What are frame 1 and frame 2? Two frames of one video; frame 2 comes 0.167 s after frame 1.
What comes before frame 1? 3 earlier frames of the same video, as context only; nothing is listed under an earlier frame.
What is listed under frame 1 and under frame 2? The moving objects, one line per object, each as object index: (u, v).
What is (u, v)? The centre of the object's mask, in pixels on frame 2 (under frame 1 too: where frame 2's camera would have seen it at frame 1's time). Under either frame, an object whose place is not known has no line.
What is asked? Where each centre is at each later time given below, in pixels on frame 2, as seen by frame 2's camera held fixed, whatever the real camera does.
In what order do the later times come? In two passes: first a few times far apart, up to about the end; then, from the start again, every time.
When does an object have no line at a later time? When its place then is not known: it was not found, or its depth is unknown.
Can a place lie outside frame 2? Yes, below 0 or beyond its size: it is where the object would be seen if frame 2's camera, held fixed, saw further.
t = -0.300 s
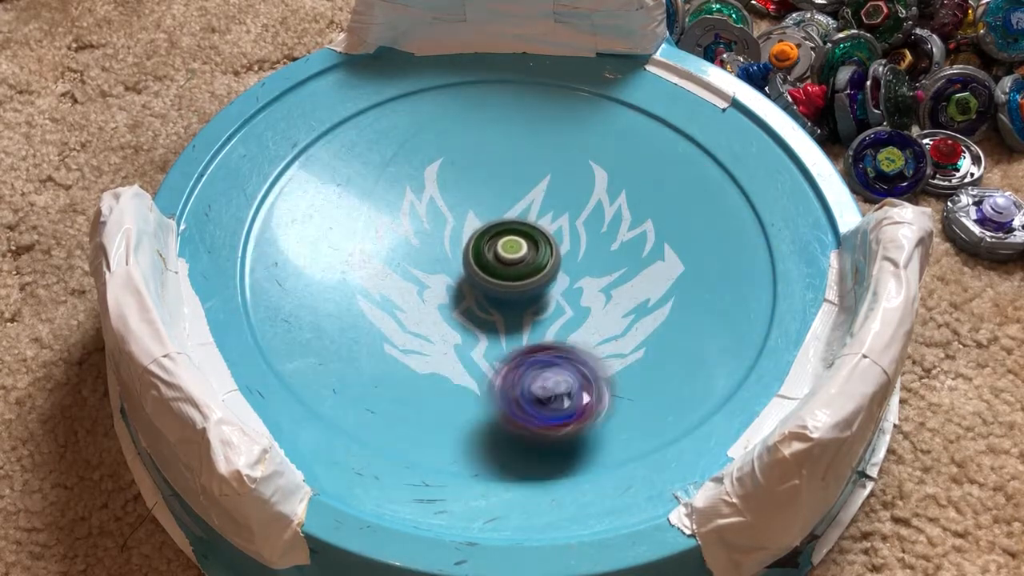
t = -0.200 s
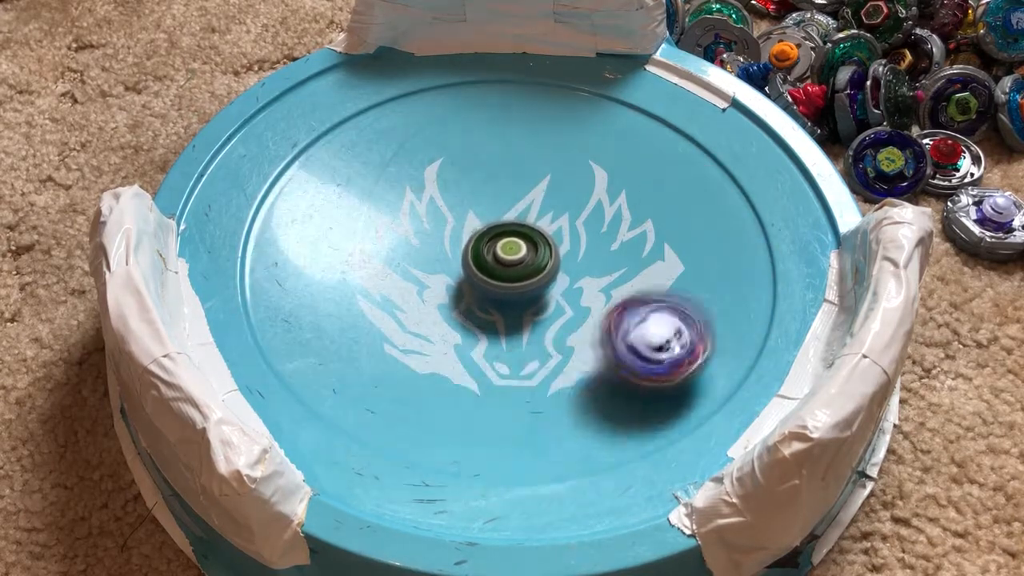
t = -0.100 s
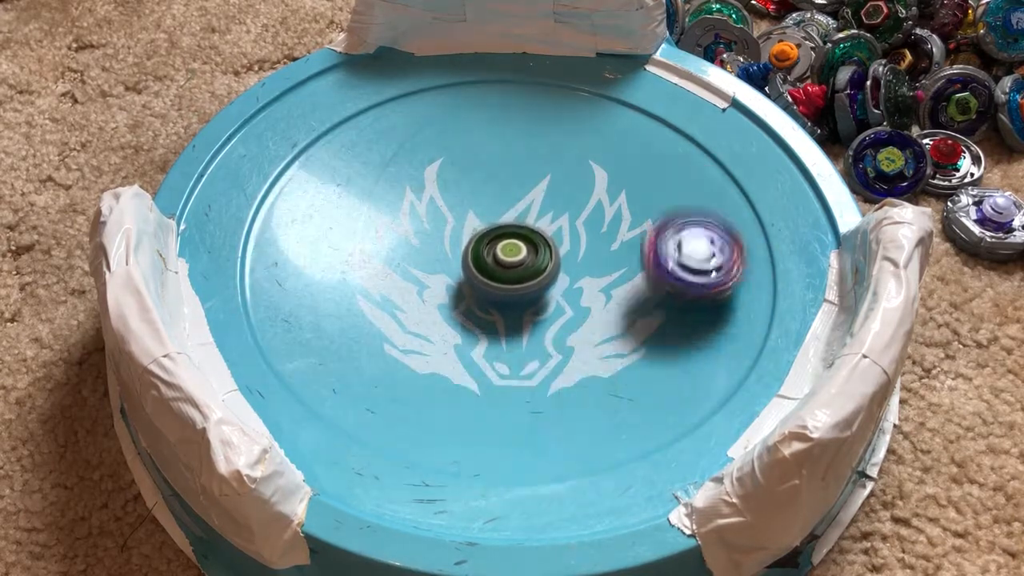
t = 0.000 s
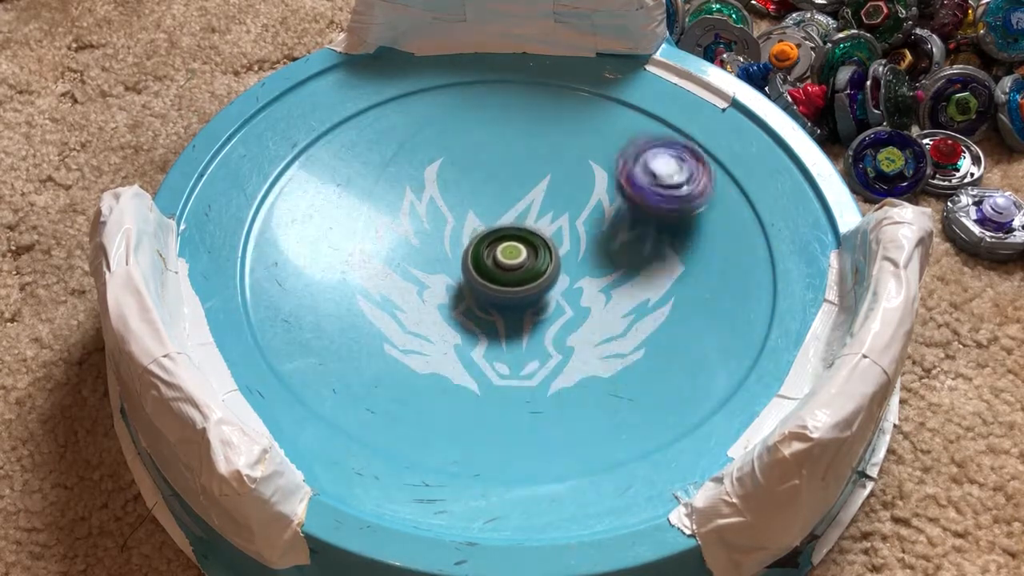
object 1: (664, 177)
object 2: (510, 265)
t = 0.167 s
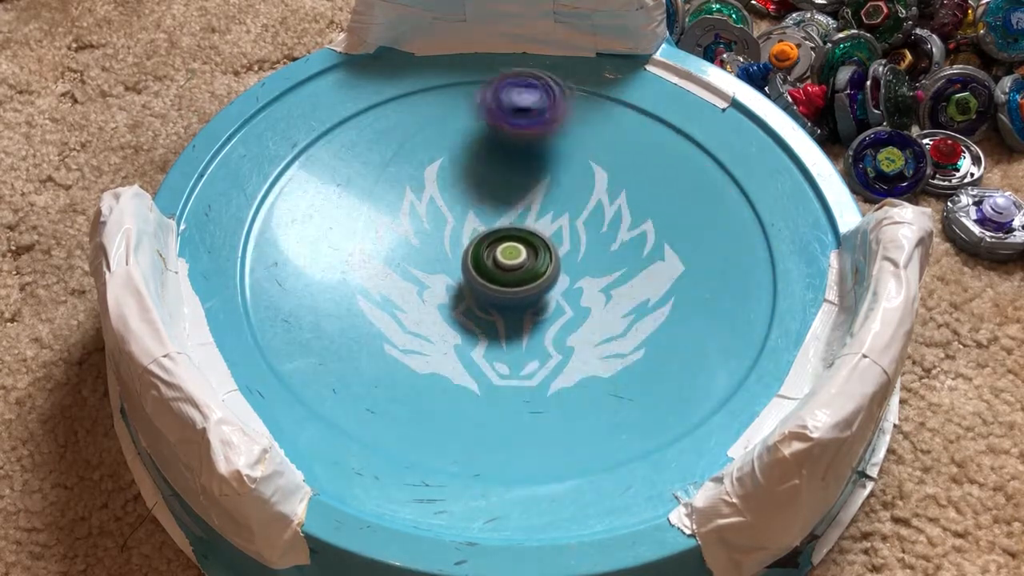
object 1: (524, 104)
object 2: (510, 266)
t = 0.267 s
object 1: (428, 118)
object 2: (509, 266)
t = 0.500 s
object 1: (340, 279)
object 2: (510, 266)
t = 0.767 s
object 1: (612, 365)
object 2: (511, 265)
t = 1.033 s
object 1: (692, 179)
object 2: (509, 265)
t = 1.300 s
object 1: (452, 139)
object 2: (510, 265)
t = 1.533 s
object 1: (359, 295)
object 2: (510, 264)
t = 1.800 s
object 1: (607, 383)
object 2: (515, 259)
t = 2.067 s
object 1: (665, 199)
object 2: (519, 259)
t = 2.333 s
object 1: (426, 149)
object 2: (522, 260)
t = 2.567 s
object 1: (335, 295)
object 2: (522, 260)
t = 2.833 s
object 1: (591, 361)
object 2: (519, 262)
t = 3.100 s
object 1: (642, 174)
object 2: (518, 263)
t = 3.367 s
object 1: (422, 138)
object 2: (516, 264)
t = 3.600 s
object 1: (371, 295)
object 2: (514, 264)
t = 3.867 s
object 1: (629, 347)
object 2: (514, 262)
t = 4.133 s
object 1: (658, 173)
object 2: (513, 259)
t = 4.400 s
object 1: (431, 165)
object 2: (514, 260)
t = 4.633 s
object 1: (380, 318)
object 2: (515, 260)
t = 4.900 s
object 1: (624, 358)
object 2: (519, 261)
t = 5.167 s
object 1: (622, 184)
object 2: (521, 261)
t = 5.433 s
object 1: (400, 169)
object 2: (522, 263)
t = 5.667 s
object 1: (371, 315)
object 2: (521, 264)
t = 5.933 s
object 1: (620, 327)
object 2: (518, 265)
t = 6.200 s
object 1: (608, 157)
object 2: (515, 264)
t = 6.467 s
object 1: (407, 174)
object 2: (514, 263)
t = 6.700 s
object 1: (422, 323)
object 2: (513, 261)
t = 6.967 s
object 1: (656, 317)
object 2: (513, 259)
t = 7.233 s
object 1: (598, 165)
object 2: (516, 258)
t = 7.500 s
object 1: (399, 207)
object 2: (518, 258)
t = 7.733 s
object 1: (427, 348)
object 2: (519, 259)
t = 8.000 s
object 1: (643, 302)
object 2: (521, 261)
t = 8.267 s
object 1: (549, 158)
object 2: (521, 263)
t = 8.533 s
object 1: (374, 216)
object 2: (519, 265)
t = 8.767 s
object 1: (469, 341)
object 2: (518, 265)
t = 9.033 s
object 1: (654, 259)
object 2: (515, 264)
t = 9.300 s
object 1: (528, 147)
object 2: (514, 263)
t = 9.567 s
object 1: (398, 257)
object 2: (513, 261)
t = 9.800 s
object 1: (530, 353)
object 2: (513, 264)
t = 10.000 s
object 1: (656, 279)
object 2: (514, 260)
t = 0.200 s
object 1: (492, 103)
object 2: (509, 267)
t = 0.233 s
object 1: (459, 107)
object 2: (509, 266)
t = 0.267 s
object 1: (428, 118)
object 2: (509, 266)
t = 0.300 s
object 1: (400, 132)
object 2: (509, 266)
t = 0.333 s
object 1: (375, 150)
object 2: (510, 266)
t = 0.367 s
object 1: (355, 170)
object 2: (510, 265)
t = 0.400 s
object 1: (341, 196)
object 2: (510, 265)
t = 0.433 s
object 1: (333, 220)
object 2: (510, 265)
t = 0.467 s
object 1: (333, 250)
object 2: (510, 265)
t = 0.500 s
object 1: (340, 279)
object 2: (510, 266)
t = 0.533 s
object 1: (356, 305)
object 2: (510, 266)
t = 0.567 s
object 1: (380, 330)
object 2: (510, 265)
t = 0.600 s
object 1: (410, 351)
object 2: (510, 265)
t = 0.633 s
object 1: (448, 365)
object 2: (510, 265)
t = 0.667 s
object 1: (487, 374)
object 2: (511, 265)
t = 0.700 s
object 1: (529, 377)
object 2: (511, 265)
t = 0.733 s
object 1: (571, 374)
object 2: (511, 265)
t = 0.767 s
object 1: (612, 365)
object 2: (511, 265)
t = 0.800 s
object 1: (649, 350)
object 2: (510, 265)
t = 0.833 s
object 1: (678, 330)
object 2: (510, 265)
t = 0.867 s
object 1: (700, 307)
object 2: (510, 265)
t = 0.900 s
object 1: (714, 281)
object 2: (509, 265)
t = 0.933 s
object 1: (720, 254)
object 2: (509, 265)
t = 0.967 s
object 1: (717, 228)
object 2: (509, 265)
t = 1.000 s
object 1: (708, 203)
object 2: (509, 265)
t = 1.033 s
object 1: (692, 179)
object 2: (509, 265)
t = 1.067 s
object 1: (670, 161)
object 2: (509, 265)
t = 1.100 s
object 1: (644, 143)
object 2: (509, 265)
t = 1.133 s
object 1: (614, 132)
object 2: (509, 265)
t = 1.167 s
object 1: (582, 124)
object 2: (509, 265)
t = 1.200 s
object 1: (547, 120)
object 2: (509, 265)
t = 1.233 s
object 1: (516, 123)
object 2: (509, 265)
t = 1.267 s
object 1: (481, 128)
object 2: (510, 265)
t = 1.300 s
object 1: (452, 139)
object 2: (510, 265)
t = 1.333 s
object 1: (424, 153)
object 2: (510, 265)
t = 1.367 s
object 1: (399, 171)
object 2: (510, 265)
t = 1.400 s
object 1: (378, 194)
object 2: (510, 265)
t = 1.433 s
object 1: (364, 217)
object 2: (510, 265)
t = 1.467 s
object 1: (355, 242)
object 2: (510, 265)
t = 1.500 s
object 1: (353, 268)
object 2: (510, 264)
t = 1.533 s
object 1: (359, 295)
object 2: (510, 264)
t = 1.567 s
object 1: (369, 322)
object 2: (511, 263)
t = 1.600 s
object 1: (389, 346)
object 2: (511, 262)
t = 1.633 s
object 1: (417, 367)
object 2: (512, 262)
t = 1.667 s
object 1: (451, 383)
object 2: (513, 261)
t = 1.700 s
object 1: (488, 392)
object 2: (513, 261)
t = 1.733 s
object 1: (530, 396)
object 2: (514, 260)
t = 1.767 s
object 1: (570, 393)
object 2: (515, 259)
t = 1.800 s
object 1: (607, 383)
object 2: (515, 259)
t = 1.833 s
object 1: (642, 368)
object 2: (516, 259)
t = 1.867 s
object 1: (669, 347)
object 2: (516, 259)
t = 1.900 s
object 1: (689, 324)
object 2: (516, 259)
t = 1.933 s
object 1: (699, 297)
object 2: (516, 259)
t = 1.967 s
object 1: (700, 272)
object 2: (517, 259)
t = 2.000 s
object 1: (695, 246)
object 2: (517, 259)
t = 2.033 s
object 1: (683, 220)
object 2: (518, 259)
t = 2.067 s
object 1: (665, 199)
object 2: (519, 259)
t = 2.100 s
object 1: (640, 179)
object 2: (520, 259)
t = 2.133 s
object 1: (614, 162)
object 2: (520, 259)
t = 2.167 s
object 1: (585, 149)
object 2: (520, 259)
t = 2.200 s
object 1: (553, 141)
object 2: (521, 260)
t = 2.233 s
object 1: (520, 137)
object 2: (521, 260)
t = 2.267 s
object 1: (488, 137)
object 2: (522, 260)
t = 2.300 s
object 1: (455, 142)
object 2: (521, 260)
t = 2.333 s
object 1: (426, 149)
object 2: (522, 260)
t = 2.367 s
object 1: (398, 162)
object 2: (522, 260)
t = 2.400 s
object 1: (374, 178)
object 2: (522, 260)
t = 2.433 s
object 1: (354, 197)
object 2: (522, 260)
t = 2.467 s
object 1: (338, 218)
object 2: (522, 260)
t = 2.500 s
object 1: (330, 243)
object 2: (522, 260)
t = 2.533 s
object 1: (328, 270)
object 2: (522, 260)
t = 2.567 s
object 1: (335, 295)
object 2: (522, 260)
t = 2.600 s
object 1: (350, 318)
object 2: (521, 260)
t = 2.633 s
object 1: (373, 340)
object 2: (521, 261)
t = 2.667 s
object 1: (402, 358)
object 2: (521, 260)
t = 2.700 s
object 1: (438, 371)
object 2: (520, 261)
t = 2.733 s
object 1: (478, 377)
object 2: (520, 261)
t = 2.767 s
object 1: (516, 378)
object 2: (520, 261)
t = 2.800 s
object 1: (555, 373)
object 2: (520, 261)
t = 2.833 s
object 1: (591, 361)
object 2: (519, 262)
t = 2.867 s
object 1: (622, 344)
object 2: (519, 262)
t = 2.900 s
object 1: (647, 323)
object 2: (519, 262)
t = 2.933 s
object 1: (665, 298)
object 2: (519, 262)
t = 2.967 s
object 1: (674, 273)
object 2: (519, 262)
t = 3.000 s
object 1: (675, 246)
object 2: (518, 262)
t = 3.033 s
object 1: (668, 221)
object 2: (518, 263)
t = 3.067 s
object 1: (658, 196)
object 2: (518, 263)
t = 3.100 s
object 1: (642, 174)
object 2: (518, 263)
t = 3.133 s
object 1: (620, 156)
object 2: (517, 263)
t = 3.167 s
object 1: (595, 140)
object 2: (517, 264)
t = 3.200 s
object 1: (568, 128)
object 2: (517, 264)
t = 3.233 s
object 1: (538, 120)
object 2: (517, 264)
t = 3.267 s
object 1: (508, 117)
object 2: (517, 264)
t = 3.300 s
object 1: (478, 119)
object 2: (517, 264)
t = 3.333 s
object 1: (449, 127)
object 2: (517, 264)
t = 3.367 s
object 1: (422, 138)
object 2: (516, 264)
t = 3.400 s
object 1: (398, 152)
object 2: (516, 264)
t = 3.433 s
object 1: (378, 172)
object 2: (516, 264)
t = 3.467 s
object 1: (363, 194)
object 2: (516, 264)
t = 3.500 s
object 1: (354, 218)
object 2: (516, 264)
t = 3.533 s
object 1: (353, 246)
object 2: (515, 264)
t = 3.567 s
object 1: (358, 271)
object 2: (515, 264)
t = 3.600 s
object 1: (371, 295)
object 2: (514, 264)
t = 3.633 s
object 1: (390, 318)
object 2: (514, 264)
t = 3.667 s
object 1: (418, 337)
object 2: (514, 264)
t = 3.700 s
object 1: (450, 352)
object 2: (514, 264)
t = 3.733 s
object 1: (484, 362)
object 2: (514, 263)
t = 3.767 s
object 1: (521, 366)
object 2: (513, 263)
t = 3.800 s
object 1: (560, 365)
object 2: (514, 263)
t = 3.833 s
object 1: (596, 359)
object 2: (514, 263)
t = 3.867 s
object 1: (629, 347)
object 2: (514, 262)
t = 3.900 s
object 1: (659, 329)
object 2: (514, 262)
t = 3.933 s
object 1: (680, 308)
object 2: (514, 262)
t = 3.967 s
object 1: (695, 285)
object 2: (514, 261)
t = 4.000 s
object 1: (701, 261)
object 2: (514, 260)
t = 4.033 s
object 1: (699, 236)
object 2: (514, 260)
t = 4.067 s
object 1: (691, 213)
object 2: (513, 260)
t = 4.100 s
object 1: (677, 191)
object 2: (513, 259)
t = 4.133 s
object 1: (658, 173)
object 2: (513, 259)
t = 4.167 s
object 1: (634, 158)
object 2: (513, 260)
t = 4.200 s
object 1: (606, 146)
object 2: (513, 260)
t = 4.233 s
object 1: (577, 139)
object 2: (513, 260)
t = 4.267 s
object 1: (545, 135)
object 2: (513, 260)
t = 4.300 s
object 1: (516, 136)
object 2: (514, 260)
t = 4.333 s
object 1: (486, 141)
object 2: (514, 260)
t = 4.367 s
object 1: (457, 150)
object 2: (514, 260)
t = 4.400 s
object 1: (431, 165)
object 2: (514, 260)
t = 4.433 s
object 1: (408, 182)
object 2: (514, 260)
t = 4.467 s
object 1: (389, 202)
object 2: (514, 259)
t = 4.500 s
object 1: (376, 220)
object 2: (514, 260)
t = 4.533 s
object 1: (368, 245)
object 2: (514, 260)
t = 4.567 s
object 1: (365, 270)
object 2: (514, 260)
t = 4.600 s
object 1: (369, 294)
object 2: (515, 260)
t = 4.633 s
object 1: (380, 318)
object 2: (515, 260)
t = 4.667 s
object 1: (399, 338)
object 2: (515, 260)
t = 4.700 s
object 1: (424, 357)
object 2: (515, 260)
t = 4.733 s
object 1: (454, 371)
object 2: (516, 260)
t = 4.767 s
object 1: (488, 380)
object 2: (516, 260)
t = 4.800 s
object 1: (525, 384)
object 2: (517, 260)
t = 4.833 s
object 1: (560, 381)
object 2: (517, 260)
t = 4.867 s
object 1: (594, 373)
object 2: (518, 260)
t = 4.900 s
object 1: (624, 358)
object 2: (519, 261)
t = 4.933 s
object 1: (649, 339)
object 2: (520, 261)
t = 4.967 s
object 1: (666, 317)
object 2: (520, 261)
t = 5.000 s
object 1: (676, 293)
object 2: (520, 261)
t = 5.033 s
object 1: (678, 269)
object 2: (521, 261)
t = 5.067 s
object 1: (673, 245)
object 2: (521, 261)
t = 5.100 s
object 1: (660, 221)
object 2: (521, 261)
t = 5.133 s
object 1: (643, 201)
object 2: (521, 261)
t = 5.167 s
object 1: (622, 184)
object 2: (521, 261)
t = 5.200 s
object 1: (597, 168)
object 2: (521, 262)
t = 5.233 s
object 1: (570, 157)
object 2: (521, 262)
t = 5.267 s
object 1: (540, 148)
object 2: (522, 263)
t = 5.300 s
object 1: (511, 145)
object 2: (522, 263)
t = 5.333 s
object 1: (481, 145)
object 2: (522, 263)
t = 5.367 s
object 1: (453, 148)
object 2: (522, 263)
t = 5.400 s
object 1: (426, 156)
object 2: (522, 263)
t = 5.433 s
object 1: (400, 169)
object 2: (522, 263)
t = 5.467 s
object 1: (378, 187)
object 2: (522, 263)
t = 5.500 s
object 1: (363, 204)
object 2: (522, 264)
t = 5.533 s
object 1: (351, 225)
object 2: (522, 264)
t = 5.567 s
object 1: (346, 248)
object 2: (521, 264)
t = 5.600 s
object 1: (347, 271)
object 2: (521, 264)
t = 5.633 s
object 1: (355, 294)
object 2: (521, 264)
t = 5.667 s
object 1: (371, 315)
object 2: (521, 264)
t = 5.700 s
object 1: (395, 333)
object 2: (521, 265)
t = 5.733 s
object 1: (425, 348)
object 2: (520, 265)
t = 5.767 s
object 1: (457, 357)
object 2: (520, 265)
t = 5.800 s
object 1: (493, 361)
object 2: (520, 264)
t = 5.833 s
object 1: (527, 362)
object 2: (519, 265)
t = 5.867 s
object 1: (561, 355)
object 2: (518, 265)
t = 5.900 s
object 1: (592, 344)
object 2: (518, 264)
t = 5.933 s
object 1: (620, 327)
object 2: (518, 265)
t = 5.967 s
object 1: (640, 308)
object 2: (517, 265)
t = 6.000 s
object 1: (655, 286)
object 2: (517, 265)
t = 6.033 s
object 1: (661, 263)
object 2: (517, 265)
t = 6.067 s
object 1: (662, 237)
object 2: (517, 264)
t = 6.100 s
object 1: (656, 213)
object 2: (517, 265)
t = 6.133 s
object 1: (645, 192)
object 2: (516, 264)
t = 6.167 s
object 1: (628, 173)
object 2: (516, 264)
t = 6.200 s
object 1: (608, 157)
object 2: (515, 264)
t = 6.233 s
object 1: (584, 145)
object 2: (516, 264)
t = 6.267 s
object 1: (558, 136)
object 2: (515, 264)
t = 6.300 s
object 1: (531, 132)
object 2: (515, 265)
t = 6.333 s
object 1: (503, 132)
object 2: (515, 265)
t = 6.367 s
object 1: (475, 136)
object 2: (515, 264)
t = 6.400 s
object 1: (450, 144)
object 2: (514, 264)
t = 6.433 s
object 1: (427, 157)
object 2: (514, 263)
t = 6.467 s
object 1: (407, 174)
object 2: (514, 263)
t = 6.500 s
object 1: (392, 193)
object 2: (514, 263)
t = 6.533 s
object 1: (381, 214)
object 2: (514, 262)
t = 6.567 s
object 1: (376, 237)
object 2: (514, 262)
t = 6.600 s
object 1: (378, 259)
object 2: (514, 262)
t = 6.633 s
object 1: (386, 282)
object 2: (514, 261)
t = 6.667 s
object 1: (401, 304)
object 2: (513, 261)
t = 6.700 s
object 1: (422, 323)
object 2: (513, 261)
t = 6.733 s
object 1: (447, 339)
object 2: (513, 261)
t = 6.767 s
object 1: (477, 350)
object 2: (513, 261)
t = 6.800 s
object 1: (509, 357)
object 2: (513, 260)
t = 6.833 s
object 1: (541, 359)
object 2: (513, 259)
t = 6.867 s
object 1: (574, 356)
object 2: (513, 259)
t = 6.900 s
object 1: (606, 348)
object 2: (513, 259)
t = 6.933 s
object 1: (635, 332)
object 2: (513, 259)
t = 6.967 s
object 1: (656, 317)
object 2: (513, 259)
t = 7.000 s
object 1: (673, 297)
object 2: (513, 259)
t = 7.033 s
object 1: (682, 275)
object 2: (513, 259)
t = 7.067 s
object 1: (682, 252)
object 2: (513, 259)
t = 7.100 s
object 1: (676, 229)
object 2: (514, 259)
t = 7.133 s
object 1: (664, 210)
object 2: (514, 259)
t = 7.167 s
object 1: (647, 191)
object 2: (515, 258)
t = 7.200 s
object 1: (624, 177)
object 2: (515, 258)
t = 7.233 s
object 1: (598, 165)
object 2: (516, 258)
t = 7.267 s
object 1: (573, 158)
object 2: (516, 258)
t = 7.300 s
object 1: (545, 154)
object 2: (516, 258)
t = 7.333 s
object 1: (516, 154)
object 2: (517, 258)
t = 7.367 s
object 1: (487, 159)
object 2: (517, 258)
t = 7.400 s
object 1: (461, 167)
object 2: (517, 258)
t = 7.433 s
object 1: (438, 177)
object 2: (518, 258)
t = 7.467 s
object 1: (417, 190)
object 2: (518, 258)
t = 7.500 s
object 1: (399, 207)
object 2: (518, 258)
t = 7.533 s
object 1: (386, 226)
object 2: (518, 258)
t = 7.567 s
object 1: (377, 247)
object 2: (518, 258)
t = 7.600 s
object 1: (374, 269)
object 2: (518, 258)
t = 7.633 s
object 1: (377, 292)
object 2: (519, 258)
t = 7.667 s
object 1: (388, 311)
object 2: (519, 258)
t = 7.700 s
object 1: (404, 331)
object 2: (519, 258)
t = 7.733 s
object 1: (427, 348)
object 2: (519, 259)
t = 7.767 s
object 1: (454, 361)
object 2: (520, 259)
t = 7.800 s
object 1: (485, 367)
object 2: (520, 259)
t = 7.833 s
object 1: (519, 368)
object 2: (520, 259)
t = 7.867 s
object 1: (550, 364)
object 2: (520, 260)
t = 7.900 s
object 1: (580, 355)
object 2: (520, 260)
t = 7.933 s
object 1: (608, 342)
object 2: (521, 260)
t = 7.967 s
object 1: (629, 323)
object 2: (521, 261)
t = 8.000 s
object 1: (643, 302)
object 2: (521, 261)
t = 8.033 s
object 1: (649, 281)
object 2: (521, 261)
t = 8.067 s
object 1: (649, 256)
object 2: (521, 261)
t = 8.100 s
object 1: (644, 236)
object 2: (521, 262)
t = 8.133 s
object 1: (632, 215)
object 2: (521, 262)
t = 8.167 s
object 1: (617, 196)
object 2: (521, 262)
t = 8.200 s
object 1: (597, 181)
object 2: (521, 262)
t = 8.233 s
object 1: (575, 168)
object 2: (521, 263)
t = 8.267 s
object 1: (549, 158)
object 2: (521, 263)
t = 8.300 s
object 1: (523, 152)
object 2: (521, 264)
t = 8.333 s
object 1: (496, 150)
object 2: (521, 264)
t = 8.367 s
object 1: (469, 153)
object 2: (521, 264)
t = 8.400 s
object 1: (444, 160)
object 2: (520, 264)
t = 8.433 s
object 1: (421, 168)
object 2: (520, 264)
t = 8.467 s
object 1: (401, 181)
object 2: (520, 265)
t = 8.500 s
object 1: (385, 198)
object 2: (520, 265)
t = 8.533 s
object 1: (374, 216)
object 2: (519, 265)
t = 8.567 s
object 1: (369, 236)
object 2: (519, 265)
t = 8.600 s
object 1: (370, 259)
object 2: (519, 265)
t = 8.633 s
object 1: (377, 281)
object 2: (518, 265)
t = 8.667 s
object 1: (392, 300)
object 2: (518, 265)
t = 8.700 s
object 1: (413, 317)
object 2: (518, 265)
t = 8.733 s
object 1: (440, 331)
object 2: (517, 265)
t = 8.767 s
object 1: (469, 341)
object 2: (518, 265)
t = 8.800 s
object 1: (497, 345)
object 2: (517, 263)
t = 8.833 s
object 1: (529, 347)
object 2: (516, 264)
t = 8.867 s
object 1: (560, 341)
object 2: (515, 265)
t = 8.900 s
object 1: (589, 329)
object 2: (515, 266)
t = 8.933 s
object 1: (614, 314)
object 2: (515, 266)
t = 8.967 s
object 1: (633, 299)
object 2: (515, 265)
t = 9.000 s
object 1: (648, 278)
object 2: (515, 265)
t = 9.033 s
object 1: (654, 259)
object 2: (515, 264)
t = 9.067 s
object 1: (653, 237)
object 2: (515, 265)
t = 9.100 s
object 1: (648, 214)
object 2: (515, 264)
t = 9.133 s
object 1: (637, 197)
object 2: (514, 264)
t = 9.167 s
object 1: (621, 180)
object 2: (514, 264)
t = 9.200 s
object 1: (602, 166)
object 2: (514, 264)
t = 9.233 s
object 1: (578, 158)
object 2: (514, 263)
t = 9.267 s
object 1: (554, 149)
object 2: (514, 263)
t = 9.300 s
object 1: (528, 147)
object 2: (514, 263)
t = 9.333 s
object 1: (501, 149)
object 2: (513, 263)
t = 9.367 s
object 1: (476, 158)
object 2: (513, 263)
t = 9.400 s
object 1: (454, 169)
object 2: (513, 262)
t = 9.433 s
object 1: (435, 182)
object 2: (513, 262)
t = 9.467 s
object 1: (419, 197)
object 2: (513, 262)
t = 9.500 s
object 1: (407, 216)
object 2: (513, 262)
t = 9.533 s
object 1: (401, 235)
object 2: (513, 261)
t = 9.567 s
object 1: (398, 257)
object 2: (513, 261)
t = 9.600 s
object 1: (402, 278)
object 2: (513, 261)
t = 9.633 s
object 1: (413, 295)
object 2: (513, 261)
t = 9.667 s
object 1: (429, 315)
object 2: (514, 260)
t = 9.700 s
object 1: (450, 329)
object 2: (514, 260)
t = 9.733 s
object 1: (474, 342)
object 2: (514, 261)
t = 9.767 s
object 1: (500, 350)
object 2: (514, 262)
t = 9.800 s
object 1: (530, 353)
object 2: (513, 264)
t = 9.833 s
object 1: (559, 353)
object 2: (514, 260)
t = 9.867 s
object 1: (589, 347)
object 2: (514, 260)
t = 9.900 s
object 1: (614, 335)
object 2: (514, 260)
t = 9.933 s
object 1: (635, 318)
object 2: (514, 260)
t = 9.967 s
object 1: (648, 301)
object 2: (514, 260)
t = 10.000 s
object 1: (656, 279)
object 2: (514, 260)
